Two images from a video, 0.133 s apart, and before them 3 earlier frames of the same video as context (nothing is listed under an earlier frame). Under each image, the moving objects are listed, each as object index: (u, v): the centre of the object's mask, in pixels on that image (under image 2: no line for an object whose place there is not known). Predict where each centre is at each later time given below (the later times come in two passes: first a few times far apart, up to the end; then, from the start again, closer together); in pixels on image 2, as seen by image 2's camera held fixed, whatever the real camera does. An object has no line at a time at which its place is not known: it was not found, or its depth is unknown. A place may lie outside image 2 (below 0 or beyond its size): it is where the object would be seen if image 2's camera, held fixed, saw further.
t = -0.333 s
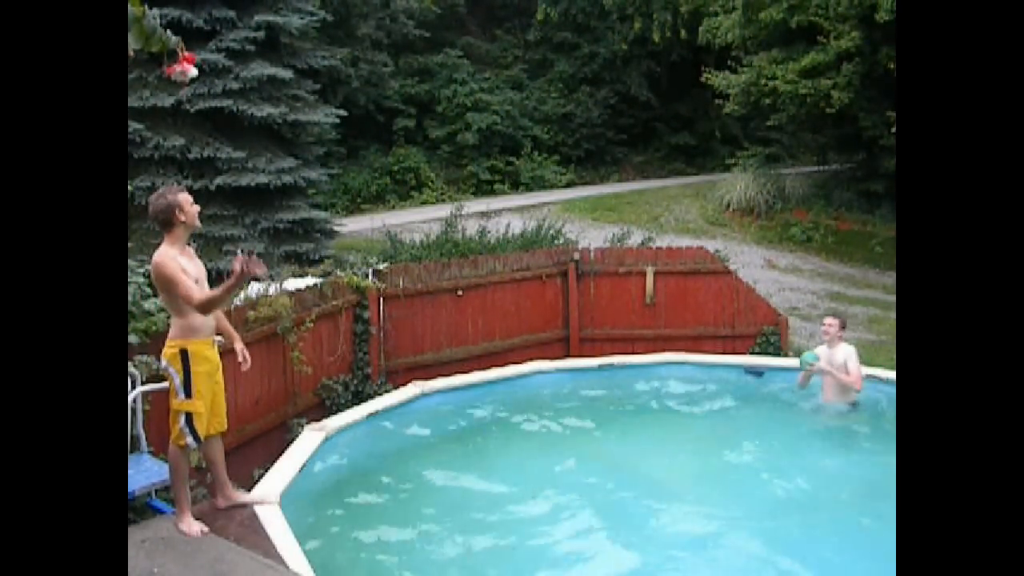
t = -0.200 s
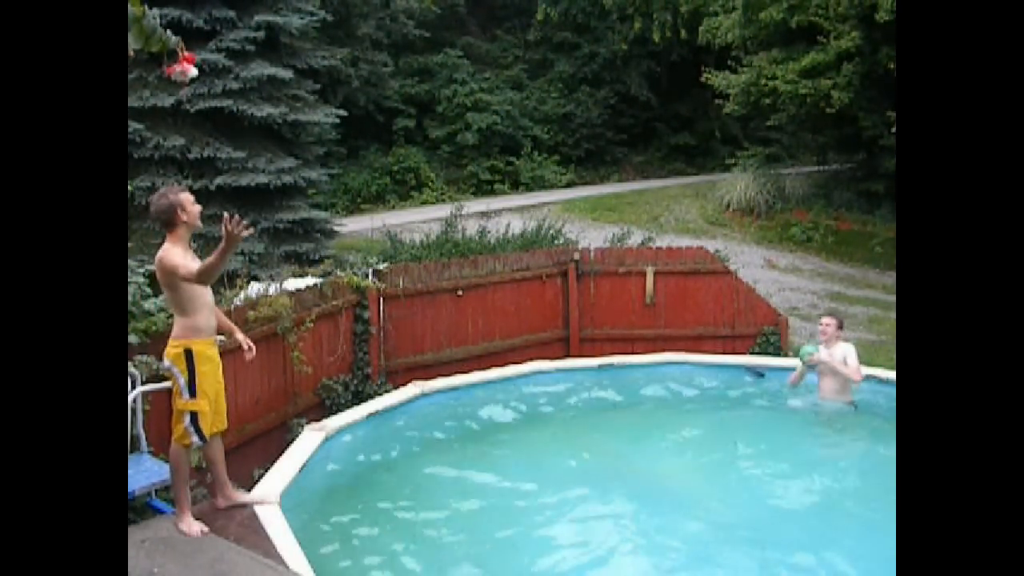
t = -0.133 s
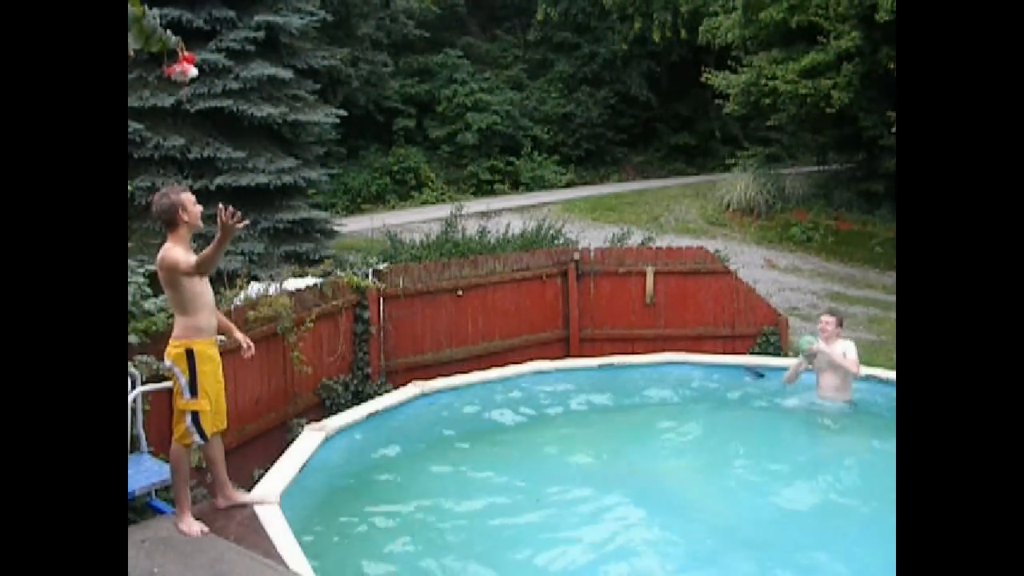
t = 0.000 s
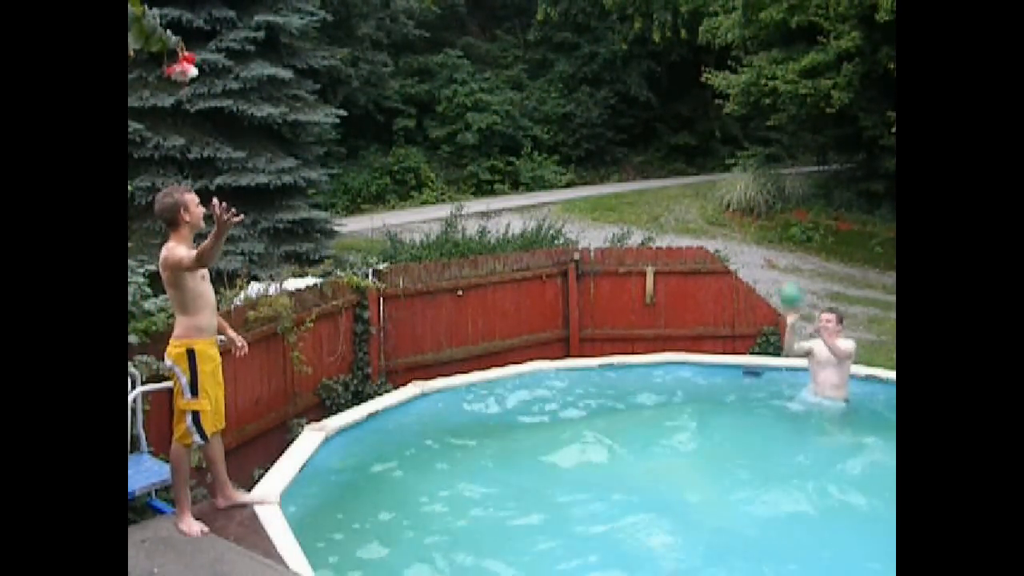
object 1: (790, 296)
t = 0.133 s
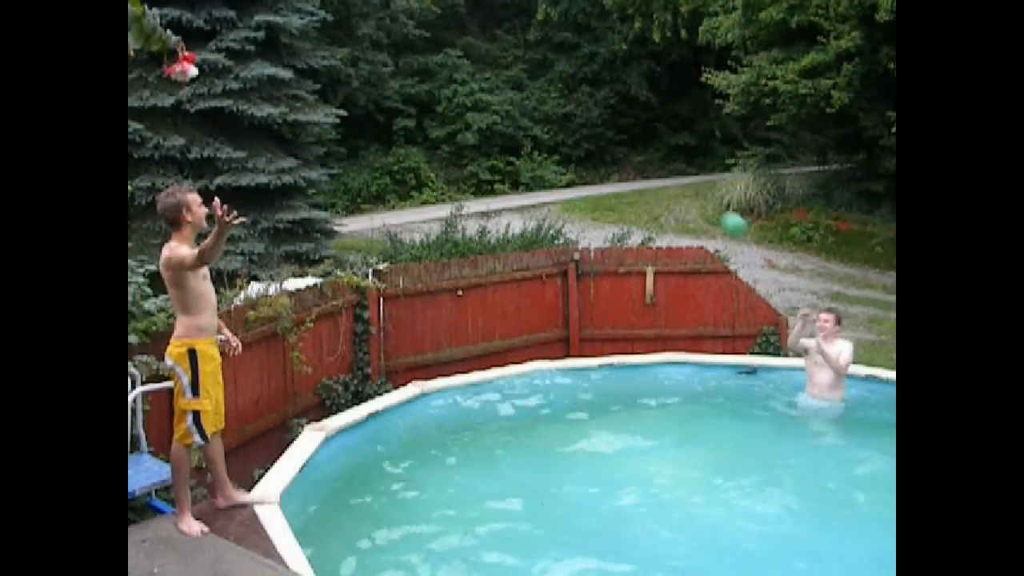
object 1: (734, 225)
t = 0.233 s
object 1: (685, 185)
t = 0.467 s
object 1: (548, 134)
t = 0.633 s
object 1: (428, 150)
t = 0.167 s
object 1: (718, 211)
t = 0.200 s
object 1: (702, 197)
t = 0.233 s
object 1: (685, 185)
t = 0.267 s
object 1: (666, 172)
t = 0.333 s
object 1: (630, 155)
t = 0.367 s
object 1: (610, 148)
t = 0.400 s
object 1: (589, 141)
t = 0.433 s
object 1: (569, 137)
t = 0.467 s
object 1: (548, 134)
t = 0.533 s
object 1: (502, 134)
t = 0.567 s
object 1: (478, 137)
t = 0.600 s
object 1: (454, 142)
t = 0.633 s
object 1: (428, 150)
